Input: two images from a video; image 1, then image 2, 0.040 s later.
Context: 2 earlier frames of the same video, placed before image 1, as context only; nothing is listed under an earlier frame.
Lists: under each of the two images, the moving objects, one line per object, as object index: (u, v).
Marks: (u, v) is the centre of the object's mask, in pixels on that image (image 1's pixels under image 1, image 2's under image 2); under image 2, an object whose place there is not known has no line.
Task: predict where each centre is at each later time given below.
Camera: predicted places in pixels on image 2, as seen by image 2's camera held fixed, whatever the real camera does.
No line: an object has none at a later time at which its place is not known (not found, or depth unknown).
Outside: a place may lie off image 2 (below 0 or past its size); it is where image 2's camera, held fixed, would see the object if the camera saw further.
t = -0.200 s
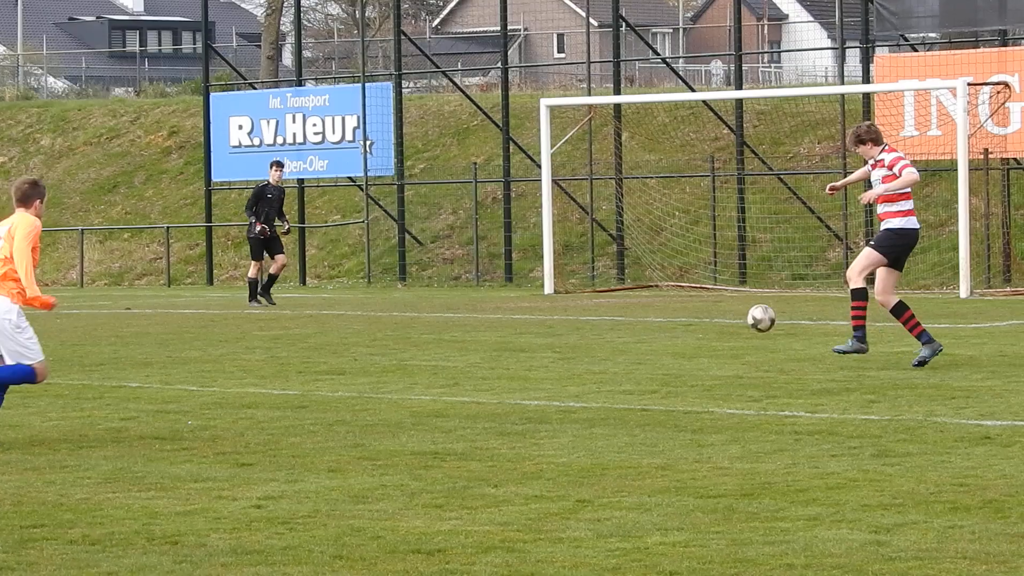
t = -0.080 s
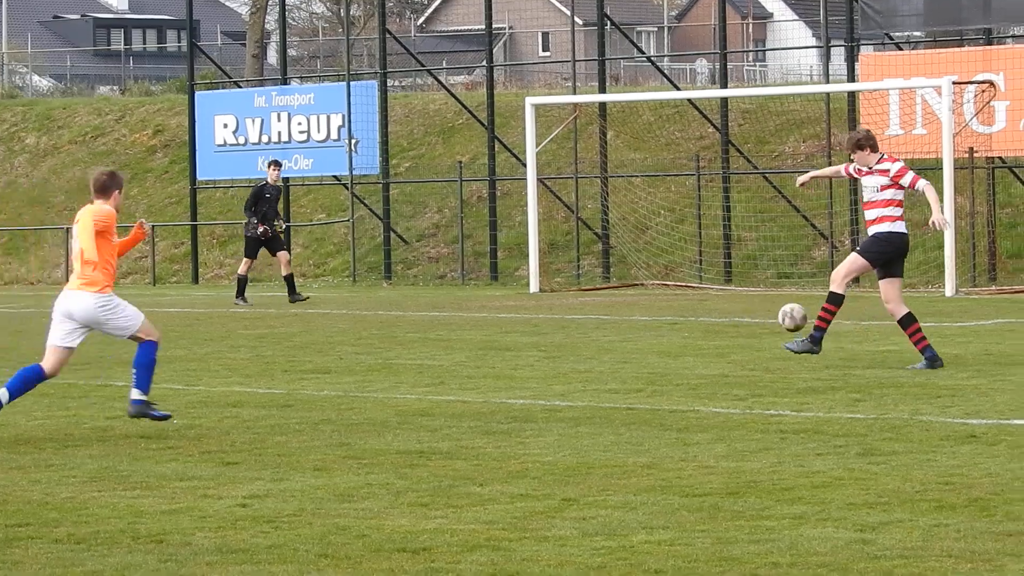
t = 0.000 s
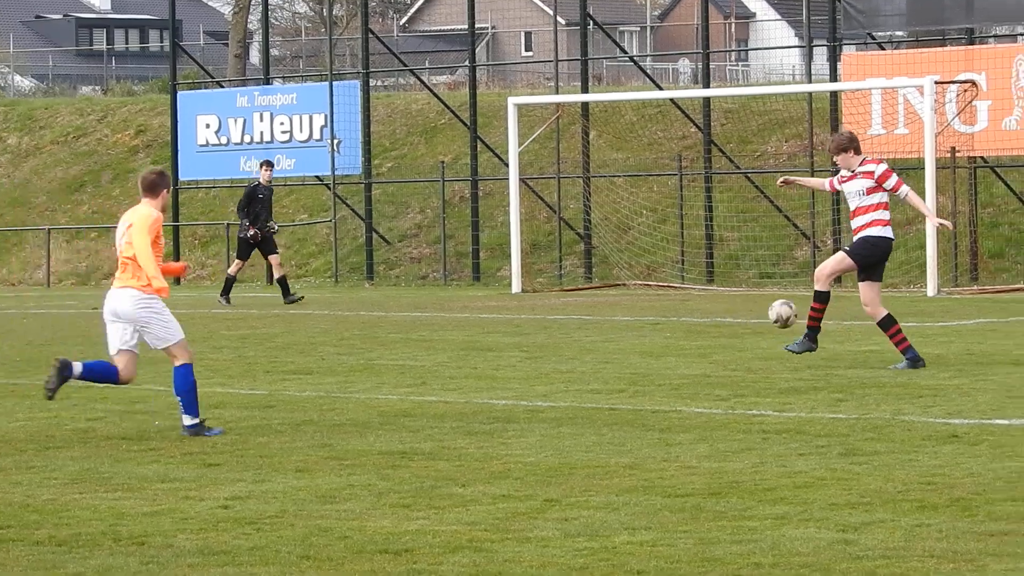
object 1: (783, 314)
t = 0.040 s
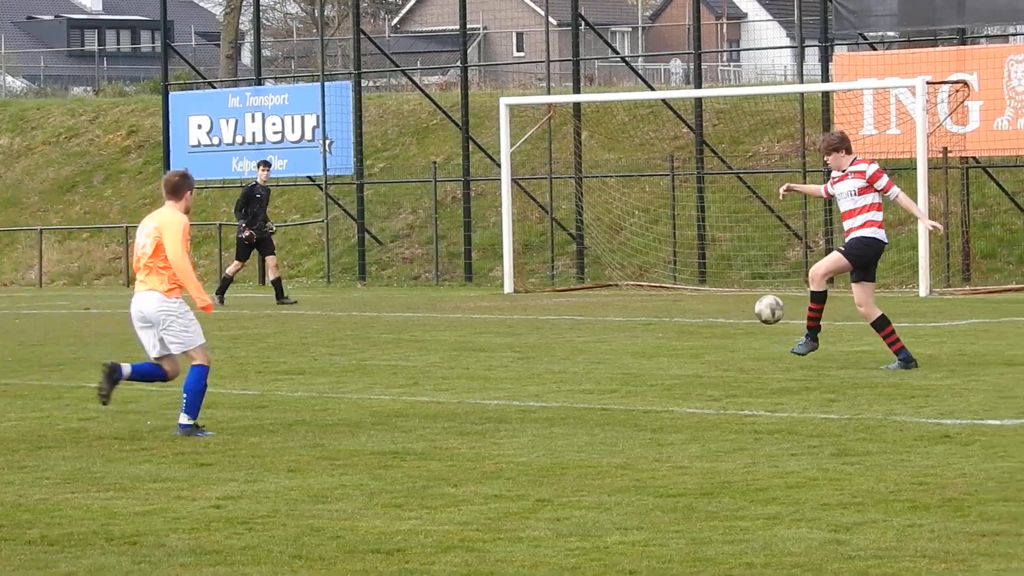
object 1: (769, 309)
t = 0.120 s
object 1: (755, 305)
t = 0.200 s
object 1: (742, 314)
